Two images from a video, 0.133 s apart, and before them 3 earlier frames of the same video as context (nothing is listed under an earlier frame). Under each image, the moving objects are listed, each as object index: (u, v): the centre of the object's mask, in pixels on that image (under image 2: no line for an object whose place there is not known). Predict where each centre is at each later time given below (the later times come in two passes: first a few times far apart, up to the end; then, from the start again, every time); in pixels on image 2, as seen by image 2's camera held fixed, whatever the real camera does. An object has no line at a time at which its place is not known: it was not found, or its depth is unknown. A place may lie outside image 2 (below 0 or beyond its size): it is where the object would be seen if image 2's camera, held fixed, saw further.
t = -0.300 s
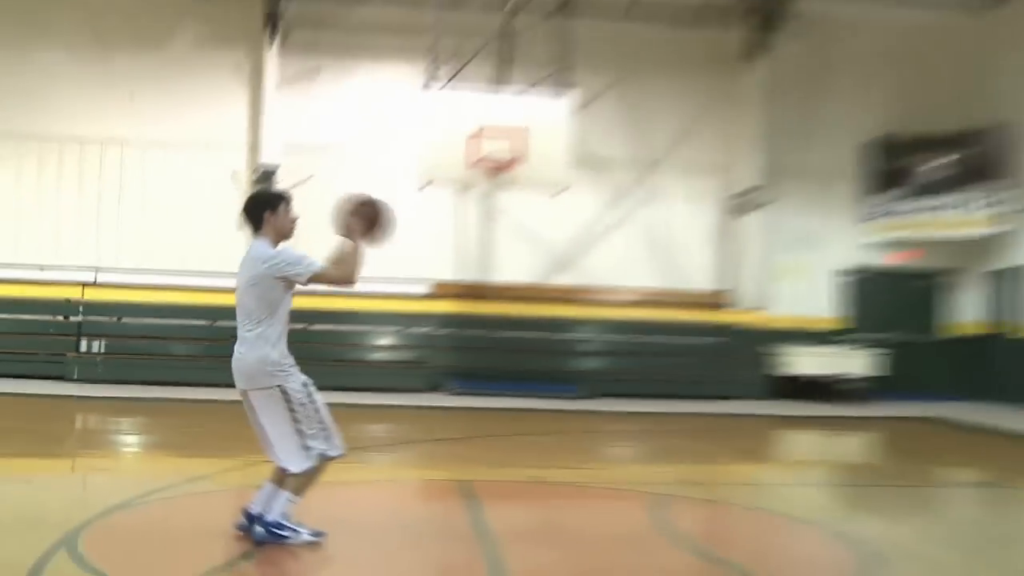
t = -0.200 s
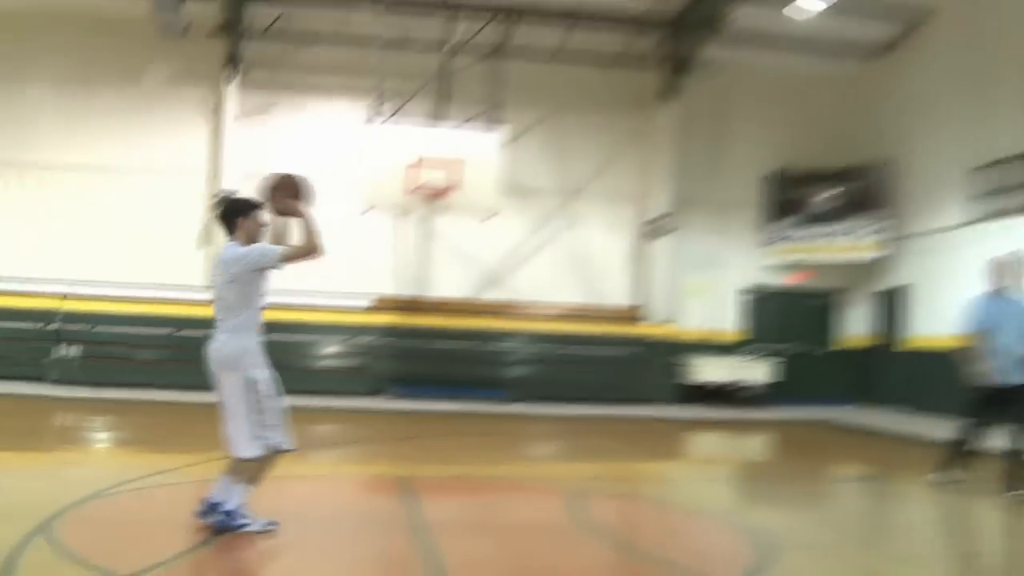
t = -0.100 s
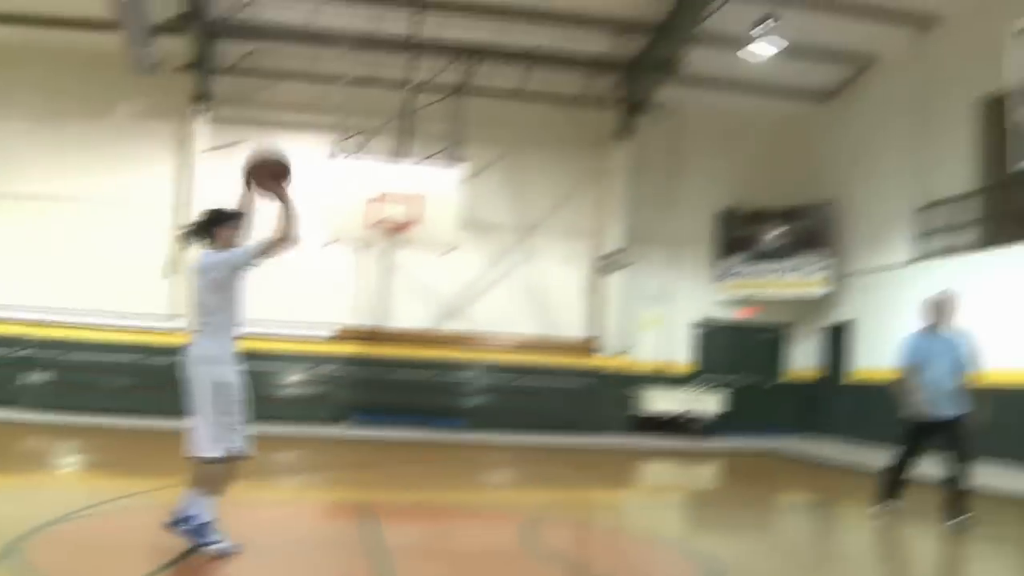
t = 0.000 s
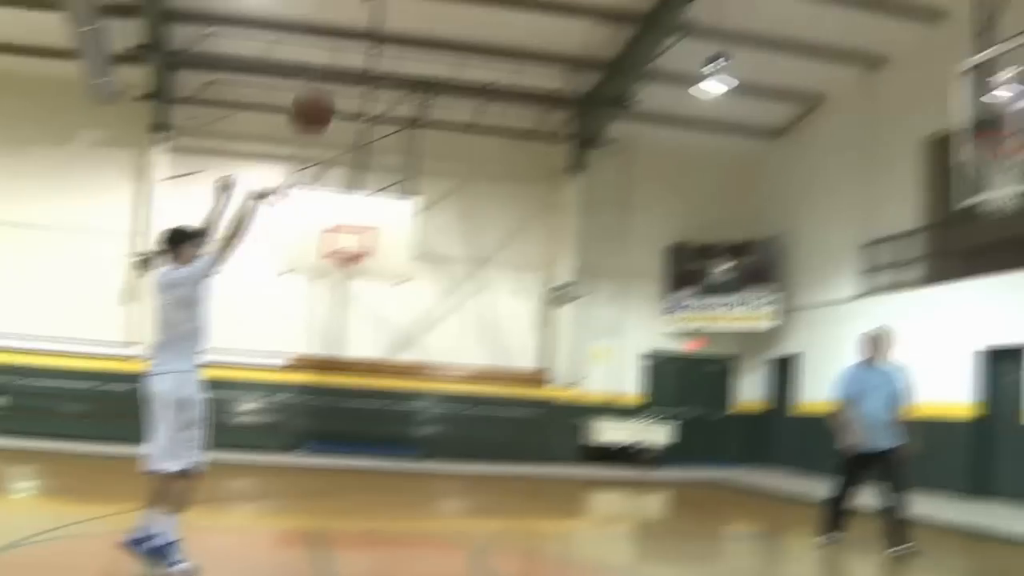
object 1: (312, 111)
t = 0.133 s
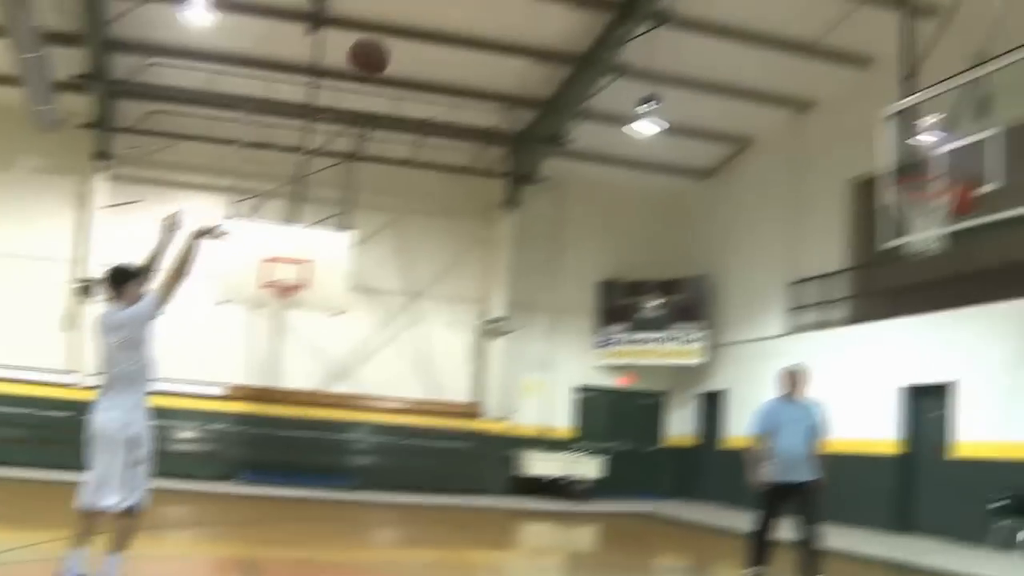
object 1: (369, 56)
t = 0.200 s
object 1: (421, 26)
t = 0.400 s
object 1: (562, -17)
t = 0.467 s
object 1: (606, -18)
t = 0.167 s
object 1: (394, 40)
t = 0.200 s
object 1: (421, 26)
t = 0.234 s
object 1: (446, 12)
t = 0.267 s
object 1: (469, 4)
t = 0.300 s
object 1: (493, -5)
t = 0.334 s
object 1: (517, -11)
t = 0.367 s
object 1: (541, -15)
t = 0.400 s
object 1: (562, -17)
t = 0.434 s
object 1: (586, -19)
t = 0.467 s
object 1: (606, -18)
